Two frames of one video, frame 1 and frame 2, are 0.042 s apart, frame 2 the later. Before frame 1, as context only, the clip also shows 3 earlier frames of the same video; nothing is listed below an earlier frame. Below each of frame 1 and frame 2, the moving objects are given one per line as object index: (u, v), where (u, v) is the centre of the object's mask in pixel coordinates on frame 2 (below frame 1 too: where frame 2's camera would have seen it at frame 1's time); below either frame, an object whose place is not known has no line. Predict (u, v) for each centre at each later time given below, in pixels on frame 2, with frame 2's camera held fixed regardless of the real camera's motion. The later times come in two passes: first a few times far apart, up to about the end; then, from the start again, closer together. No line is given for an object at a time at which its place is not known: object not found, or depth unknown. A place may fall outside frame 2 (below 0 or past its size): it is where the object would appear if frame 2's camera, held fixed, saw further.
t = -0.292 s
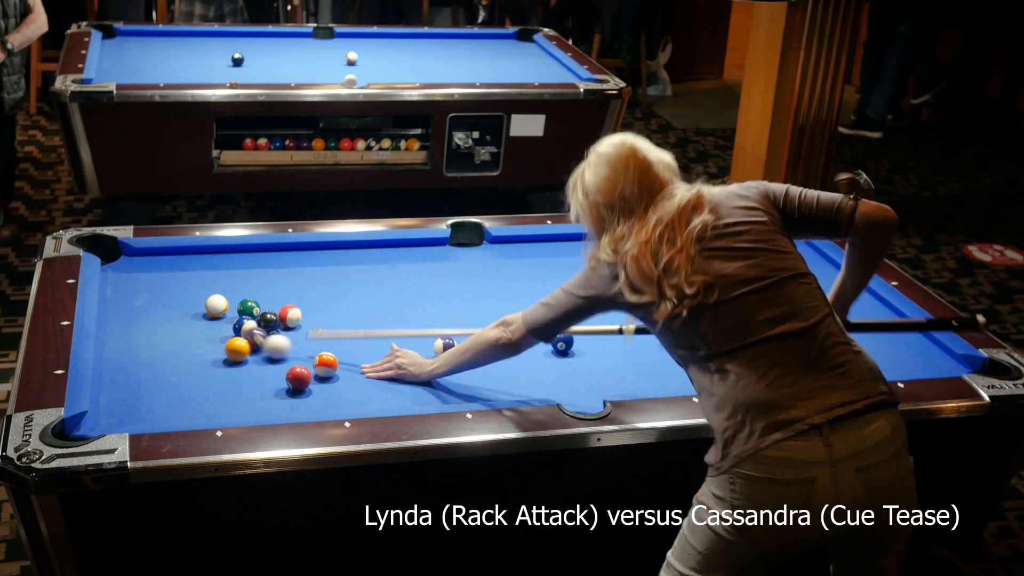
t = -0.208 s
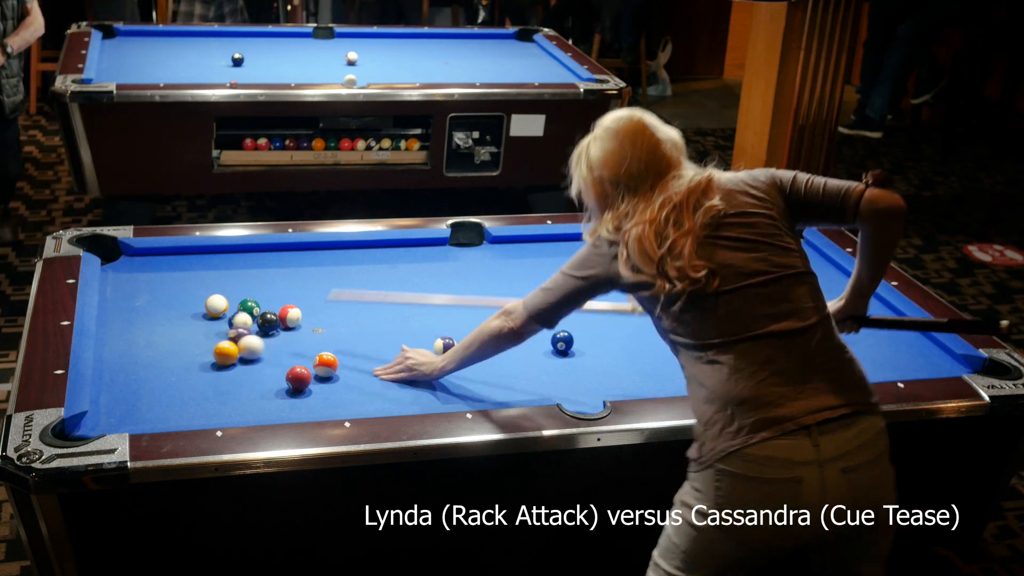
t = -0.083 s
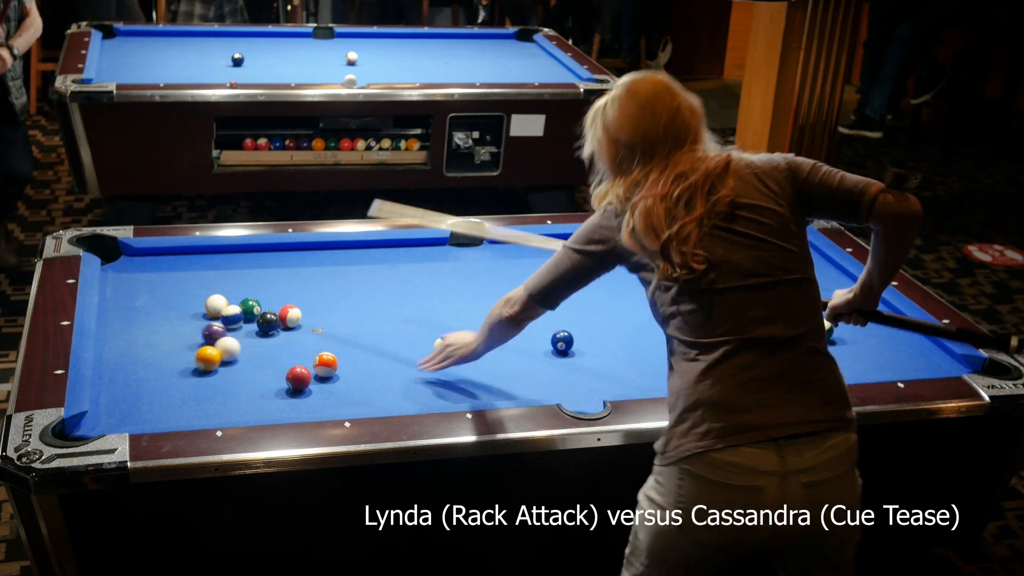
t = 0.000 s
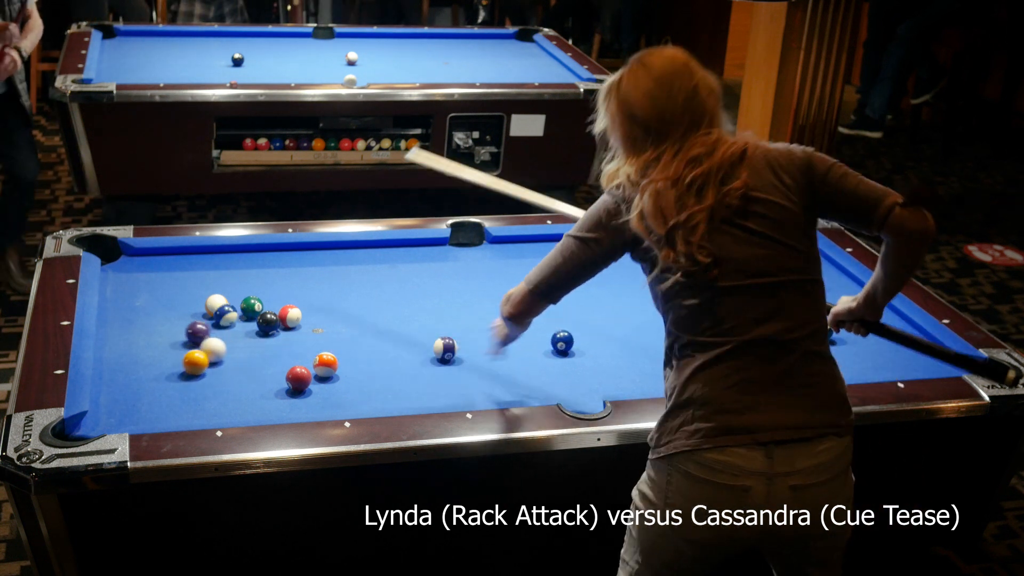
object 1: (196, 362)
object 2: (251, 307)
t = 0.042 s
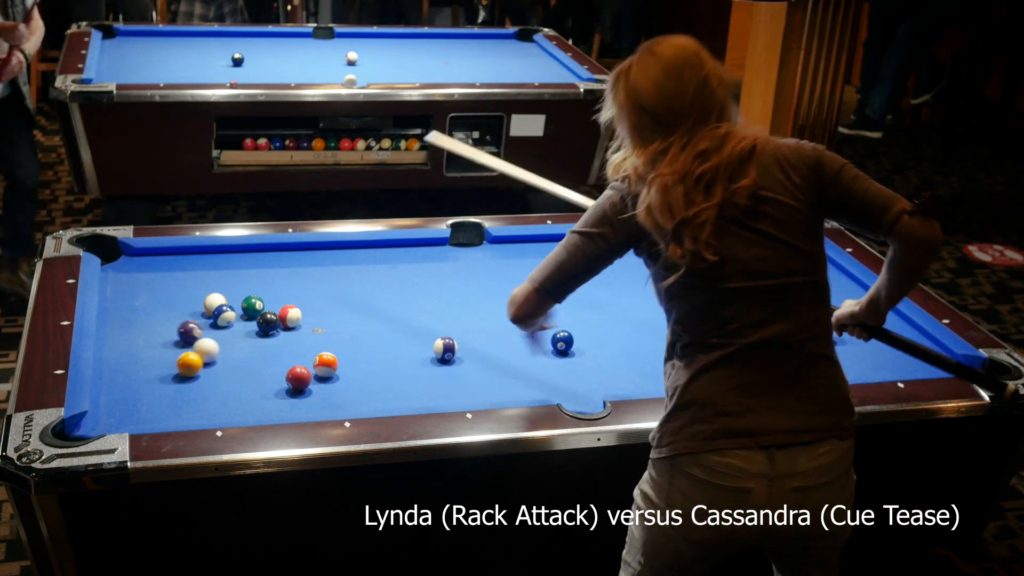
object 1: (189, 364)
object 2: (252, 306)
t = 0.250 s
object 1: (159, 373)
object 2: (257, 303)
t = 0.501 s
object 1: (126, 384)
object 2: (261, 300)
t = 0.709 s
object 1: (107, 393)
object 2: (265, 298)
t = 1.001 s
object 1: (125, 397)
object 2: (268, 296)
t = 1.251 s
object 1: (137, 400)
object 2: (270, 295)
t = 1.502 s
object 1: (149, 403)
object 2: (271, 295)
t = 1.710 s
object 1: (157, 404)
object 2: (271, 295)
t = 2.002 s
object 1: (165, 406)
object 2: (271, 295)
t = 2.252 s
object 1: (170, 406)
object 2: (271, 295)
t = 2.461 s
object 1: (173, 406)
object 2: (271, 295)
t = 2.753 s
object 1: (174, 406)
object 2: (271, 295)
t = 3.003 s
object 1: (174, 406)
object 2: (271, 295)
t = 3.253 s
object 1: (174, 406)
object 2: (271, 295)
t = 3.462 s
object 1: (174, 406)
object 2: (271, 295)
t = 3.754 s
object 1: (174, 406)
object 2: (271, 295)
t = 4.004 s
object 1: (174, 406)
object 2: (271, 295)
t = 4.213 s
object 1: (174, 406)
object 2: (271, 295)
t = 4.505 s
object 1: (174, 406)
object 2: (271, 295)
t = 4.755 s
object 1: (174, 406)
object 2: (271, 295)
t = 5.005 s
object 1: (174, 406)
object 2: (271, 295)
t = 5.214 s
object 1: (174, 406)
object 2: (271, 295)
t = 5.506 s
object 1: (174, 406)
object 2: (271, 295)
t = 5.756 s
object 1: (174, 406)
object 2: (271, 295)
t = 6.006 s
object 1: (174, 406)
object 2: (271, 295)
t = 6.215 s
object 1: (174, 406)
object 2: (271, 295)
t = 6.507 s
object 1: (174, 406)
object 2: (271, 295)
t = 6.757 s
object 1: (174, 406)
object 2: (271, 295)
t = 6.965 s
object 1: (174, 406)
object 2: (271, 295)
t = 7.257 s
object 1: (174, 406)
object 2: (271, 295)
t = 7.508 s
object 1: (174, 406)
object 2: (271, 295)
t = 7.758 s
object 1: (174, 406)
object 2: (271, 295)
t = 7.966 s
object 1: (174, 406)
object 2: (271, 295)
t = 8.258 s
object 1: (174, 406)
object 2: (271, 295)
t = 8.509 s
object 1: (174, 406)
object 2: (271, 295)
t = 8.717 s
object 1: (174, 406)
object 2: (271, 295)
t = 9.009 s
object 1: (174, 406)
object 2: (271, 295)
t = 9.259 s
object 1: (174, 406)
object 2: (271, 295)
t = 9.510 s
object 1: (174, 406)
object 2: (271, 295)
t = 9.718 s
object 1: (174, 406)
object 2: (271, 295)
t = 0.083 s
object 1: (183, 366)
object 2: (253, 306)
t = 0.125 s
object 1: (177, 368)
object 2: (254, 305)
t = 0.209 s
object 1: (165, 371)
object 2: (256, 304)
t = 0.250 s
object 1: (159, 373)
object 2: (257, 303)
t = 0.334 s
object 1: (148, 377)
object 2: (258, 302)
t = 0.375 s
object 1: (142, 379)
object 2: (259, 301)
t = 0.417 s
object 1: (137, 381)
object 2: (260, 301)
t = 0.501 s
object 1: (126, 384)
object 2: (261, 300)
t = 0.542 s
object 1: (120, 386)
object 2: (262, 299)
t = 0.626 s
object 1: (109, 390)
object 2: (263, 298)
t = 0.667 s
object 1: (105, 392)
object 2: (264, 298)
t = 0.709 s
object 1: (107, 393)
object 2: (265, 298)
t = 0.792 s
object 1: (112, 394)
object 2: (266, 297)
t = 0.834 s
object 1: (115, 394)
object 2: (266, 297)
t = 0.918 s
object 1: (120, 396)
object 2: (267, 296)
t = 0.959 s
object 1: (122, 396)
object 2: (268, 296)
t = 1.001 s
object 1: (125, 397)
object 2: (268, 296)
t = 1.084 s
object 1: (129, 398)
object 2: (269, 295)
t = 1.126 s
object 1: (131, 399)
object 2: (269, 295)
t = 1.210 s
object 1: (135, 400)
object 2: (270, 295)
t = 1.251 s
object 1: (137, 400)
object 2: (270, 295)
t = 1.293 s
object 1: (139, 401)
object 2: (271, 295)
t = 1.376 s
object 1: (143, 402)
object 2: (271, 295)
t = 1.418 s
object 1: (145, 402)
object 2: (271, 295)
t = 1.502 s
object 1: (149, 403)
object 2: (271, 295)
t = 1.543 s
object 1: (150, 403)
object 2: (271, 295)
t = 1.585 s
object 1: (152, 403)
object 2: (271, 295)
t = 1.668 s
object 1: (155, 404)
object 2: (271, 295)
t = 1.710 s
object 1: (157, 404)
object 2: (271, 295)
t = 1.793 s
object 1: (160, 405)
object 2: (271, 295)
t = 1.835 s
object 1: (161, 405)
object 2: (271, 295)
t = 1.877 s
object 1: (162, 405)
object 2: (271, 295)
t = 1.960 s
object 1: (164, 405)
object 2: (271, 295)
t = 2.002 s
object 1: (165, 406)
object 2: (271, 295)
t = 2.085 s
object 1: (167, 406)
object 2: (271, 295)
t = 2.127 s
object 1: (168, 406)
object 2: (271, 295)
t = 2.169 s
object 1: (168, 406)
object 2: (271, 295)
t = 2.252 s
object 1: (170, 406)
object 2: (271, 295)
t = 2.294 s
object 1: (171, 406)
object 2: (271, 295)
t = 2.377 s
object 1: (172, 406)
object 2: (271, 295)
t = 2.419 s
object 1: (173, 406)
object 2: (271, 295)
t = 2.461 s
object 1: (173, 406)
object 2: (271, 295)
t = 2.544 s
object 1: (174, 406)
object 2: (271, 295)
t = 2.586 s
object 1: (174, 406)
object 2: (271, 295)
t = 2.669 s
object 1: (174, 406)
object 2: (271, 295)
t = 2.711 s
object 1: (174, 406)
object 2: (271, 295)
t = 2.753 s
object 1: (174, 406)
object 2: (271, 295)
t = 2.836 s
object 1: (174, 406)
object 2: (271, 295)
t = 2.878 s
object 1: (174, 406)
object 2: (271, 295)
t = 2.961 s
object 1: (174, 406)
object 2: (271, 295)
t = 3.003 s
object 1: (174, 406)
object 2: (271, 295)
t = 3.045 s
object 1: (174, 406)
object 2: (271, 295)
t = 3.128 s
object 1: (174, 406)
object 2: (271, 295)
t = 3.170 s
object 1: (174, 406)
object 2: (271, 295)
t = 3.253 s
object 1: (174, 406)
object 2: (271, 295)
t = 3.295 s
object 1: (174, 406)
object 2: (271, 295)
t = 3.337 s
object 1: (174, 406)
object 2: (271, 295)
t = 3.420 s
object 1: (174, 406)
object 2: (271, 295)
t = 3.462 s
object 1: (174, 406)
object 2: (271, 295)
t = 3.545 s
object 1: (174, 406)
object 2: (271, 295)
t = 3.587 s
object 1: (174, 406)
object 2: (271, 295)
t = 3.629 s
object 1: (174, 406)
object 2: (271, 295)
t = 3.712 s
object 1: (174, 406)
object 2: (271, 295)
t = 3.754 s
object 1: (174, 406)
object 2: (271, 295)
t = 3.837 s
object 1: (174, 406)
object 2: (271, 295)
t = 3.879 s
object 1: (174, 406)
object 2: (271, 295)
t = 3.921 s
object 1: (174, 406)
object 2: (271, 295)
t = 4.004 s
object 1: (174, 406)
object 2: (271, 295)
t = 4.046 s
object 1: (174, 406)
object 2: (271, 295)
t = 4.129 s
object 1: (174, 406)
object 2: (271, 295)
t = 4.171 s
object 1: (174, 406)
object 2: (271, 295)
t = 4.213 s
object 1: (174, 406)
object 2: (271, 295)
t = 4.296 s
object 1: (174, 406)
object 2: (271, 295)
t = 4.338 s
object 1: (174, 406)
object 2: (271, 295)
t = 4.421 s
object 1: (174, 406)
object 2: (271, 295)
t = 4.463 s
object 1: (174, 406)
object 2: (271, 295)
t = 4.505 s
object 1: (174, 406)
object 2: (271, 295)
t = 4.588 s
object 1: (174, 406)
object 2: (271, 295)
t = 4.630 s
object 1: (174, 406)
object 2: (271, 295)
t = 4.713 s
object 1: (174, 406)
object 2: (271, 295)
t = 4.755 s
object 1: (174, 406)
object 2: (271, 295)
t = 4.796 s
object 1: (174, 406)
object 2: (271, 295)
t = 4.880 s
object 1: (174, 406)
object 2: (271, 295)
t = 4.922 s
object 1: (174, 406)
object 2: (271, 295)
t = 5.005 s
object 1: (174, 406)
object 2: (271, 295)
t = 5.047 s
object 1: (174, 406)
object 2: (271, 295)
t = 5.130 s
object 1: (174, 406)
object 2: (271, 295)
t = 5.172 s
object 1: (174, 406)
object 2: (271, 295)
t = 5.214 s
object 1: (174, 406)
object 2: (271, 295)
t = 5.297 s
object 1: (174, 406)
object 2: (271, 295)
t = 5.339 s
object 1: (174, 406)
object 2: (271, 295)
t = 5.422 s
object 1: (174, 406)
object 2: (271, 295)
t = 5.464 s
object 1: (174, 406)
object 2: (271, 295)
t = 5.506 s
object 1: (174, 406)
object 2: (271, 295)
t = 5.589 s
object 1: (174, 406)
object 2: (271, 295)
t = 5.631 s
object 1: (174, 406)
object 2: (271, 295)
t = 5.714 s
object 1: (174, 406)
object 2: (271, 295)
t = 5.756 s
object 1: (174, 406)
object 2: (271, 295)
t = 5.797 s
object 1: (174, 406)
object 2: (271, 295)
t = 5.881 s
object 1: (174, 406)
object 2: (271, 295)
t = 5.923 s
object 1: (174, 406)
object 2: (271, 295)
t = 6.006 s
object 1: (174, 406)
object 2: (271, 295)
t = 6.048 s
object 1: (174, 406)
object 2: (271, 295)
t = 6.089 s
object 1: (174, 406)
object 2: (271, 295)
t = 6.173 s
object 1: (174, 406)
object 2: (271, 295)
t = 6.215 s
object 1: (174, 406)
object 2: (271, 295)
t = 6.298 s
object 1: (174, 406)
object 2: (271, 295)
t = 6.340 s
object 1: (174, 406)
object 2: (271, 295)
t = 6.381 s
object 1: (174, 406)
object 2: (271, 295)
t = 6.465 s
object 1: (174, 406)
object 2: (271, 295)
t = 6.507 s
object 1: (174, 406)
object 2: (271, 295)
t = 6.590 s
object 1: (174, 406)
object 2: (271, 295)
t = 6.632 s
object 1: (174, 406)
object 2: (271, 295)
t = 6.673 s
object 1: (174, 406)
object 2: (271, 295)
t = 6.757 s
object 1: (174, 406)
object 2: (271, 295)
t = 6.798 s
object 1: (174, 406)
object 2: (271, 295)
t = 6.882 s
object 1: (174, 406)
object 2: (271, 295)
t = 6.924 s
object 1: (174, 406)
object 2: (271, 295)
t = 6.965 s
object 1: (174, 406)
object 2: (271, 295)
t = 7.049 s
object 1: (174, 406)
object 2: (271, 295)
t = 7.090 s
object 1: (174, 406)
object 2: (271, 295)
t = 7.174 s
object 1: (174, 406)
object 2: (271, 295)
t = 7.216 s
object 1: (174, 406)
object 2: (271, 295)
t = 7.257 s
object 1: (174, 406)
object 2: (271, 295)
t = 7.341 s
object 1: (174, 406)
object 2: (271, 295)
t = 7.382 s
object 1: (174, 406)
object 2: (271, 295)
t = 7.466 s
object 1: (174, 406)
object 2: (271, 295)
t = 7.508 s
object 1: (174, 406)
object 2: (271, 295)
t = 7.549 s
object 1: (174, 406)
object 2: (271, 295)
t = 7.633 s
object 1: (174, 406)
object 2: (271, 295)
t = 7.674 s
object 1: (174, 406)
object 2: (271, 295)
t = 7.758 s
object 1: (174, 406)
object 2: (271, 295)
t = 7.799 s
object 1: (174, 406)
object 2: (271, 295)
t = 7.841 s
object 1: (174, 406)
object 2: (271, 295)
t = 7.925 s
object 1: (174, 406)
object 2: (271, 295)
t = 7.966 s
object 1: (174, 406)
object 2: (271, 295)
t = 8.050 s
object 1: (174, 406)
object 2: (271, 295)
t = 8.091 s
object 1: (174, 406)
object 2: (271, 295)
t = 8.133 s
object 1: (174, 406)
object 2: (271, 295)
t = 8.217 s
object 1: (174, 406)
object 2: (271, 295)
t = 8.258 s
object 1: (174, 406)
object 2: (271, 295)
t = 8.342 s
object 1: (174, 406)
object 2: (271, 295)
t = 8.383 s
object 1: (174, 406)
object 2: (271, 295)
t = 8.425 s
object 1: (174, 406)
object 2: (271, 295)
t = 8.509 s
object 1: (174, 406)
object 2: (271, 295)
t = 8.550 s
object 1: (174, 406)
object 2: (271, 295)
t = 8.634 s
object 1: (174, 406)
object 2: (271, 295)
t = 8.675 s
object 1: (174, 406)
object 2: (271, 295)
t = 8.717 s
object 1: (174, 406)
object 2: (271, 295)
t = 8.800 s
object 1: (174, 406)
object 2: (271, 295)
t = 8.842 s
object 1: (174, 406)
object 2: (271, 295)
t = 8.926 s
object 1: (174, 406)
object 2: (271, 295)
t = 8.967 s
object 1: (174, 406)
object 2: (271, 295)
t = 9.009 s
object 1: (174, 406)
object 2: (271, 295)
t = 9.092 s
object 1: (174, 406)
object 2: (271, 295)
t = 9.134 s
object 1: (174, 406)
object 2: (271, 295)
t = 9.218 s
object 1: (174, 406)
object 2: (271, 295)
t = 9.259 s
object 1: (174, 406)
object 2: (271, 295)
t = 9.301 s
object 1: (174, 406)
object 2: (271, 295)
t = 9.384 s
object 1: (174, 406)
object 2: (271, 295)
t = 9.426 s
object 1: (174, 406)
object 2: (271, 295)
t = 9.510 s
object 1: (174, 406)
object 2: (271, 295)
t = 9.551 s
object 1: (174, 406)
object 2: (271, 295)
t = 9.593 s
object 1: (174, 406)
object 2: (271, 295)
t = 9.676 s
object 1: (174, 406)
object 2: (271, 295)
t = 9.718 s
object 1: (174, 406)
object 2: (271, 295)
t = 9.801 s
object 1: (174, 406)
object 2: (271, 295)
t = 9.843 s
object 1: (174, 406)
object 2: (271, 295)
